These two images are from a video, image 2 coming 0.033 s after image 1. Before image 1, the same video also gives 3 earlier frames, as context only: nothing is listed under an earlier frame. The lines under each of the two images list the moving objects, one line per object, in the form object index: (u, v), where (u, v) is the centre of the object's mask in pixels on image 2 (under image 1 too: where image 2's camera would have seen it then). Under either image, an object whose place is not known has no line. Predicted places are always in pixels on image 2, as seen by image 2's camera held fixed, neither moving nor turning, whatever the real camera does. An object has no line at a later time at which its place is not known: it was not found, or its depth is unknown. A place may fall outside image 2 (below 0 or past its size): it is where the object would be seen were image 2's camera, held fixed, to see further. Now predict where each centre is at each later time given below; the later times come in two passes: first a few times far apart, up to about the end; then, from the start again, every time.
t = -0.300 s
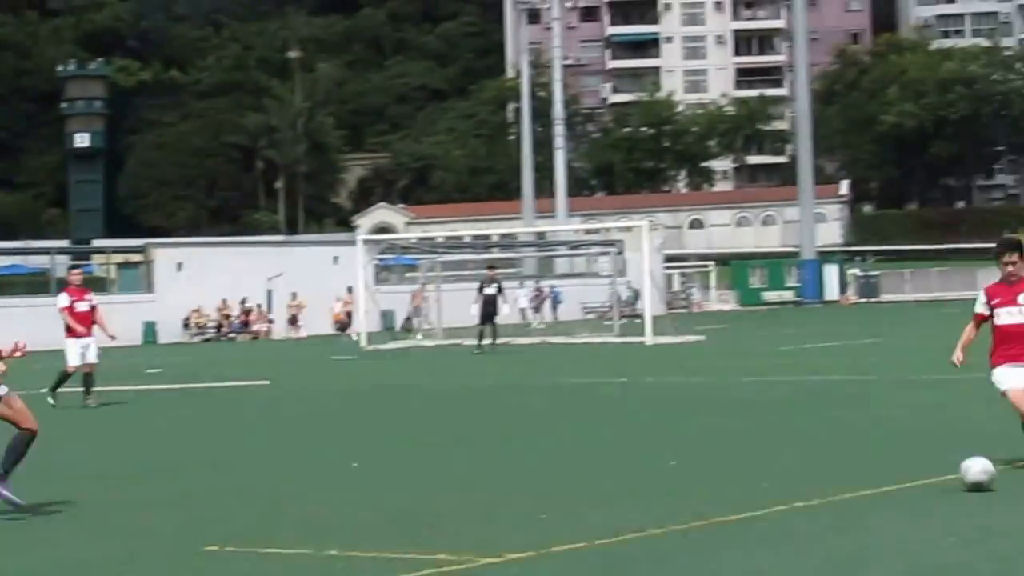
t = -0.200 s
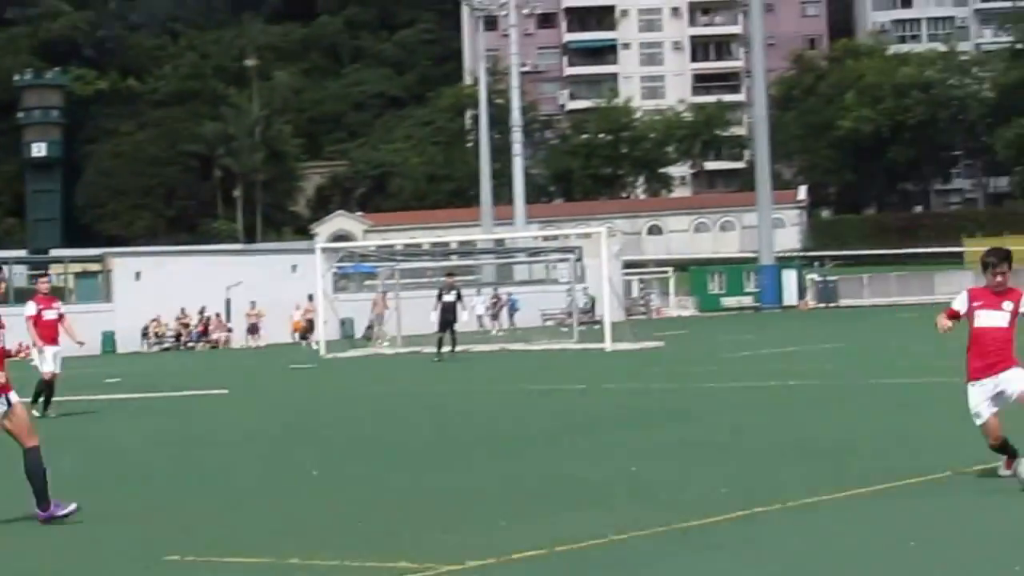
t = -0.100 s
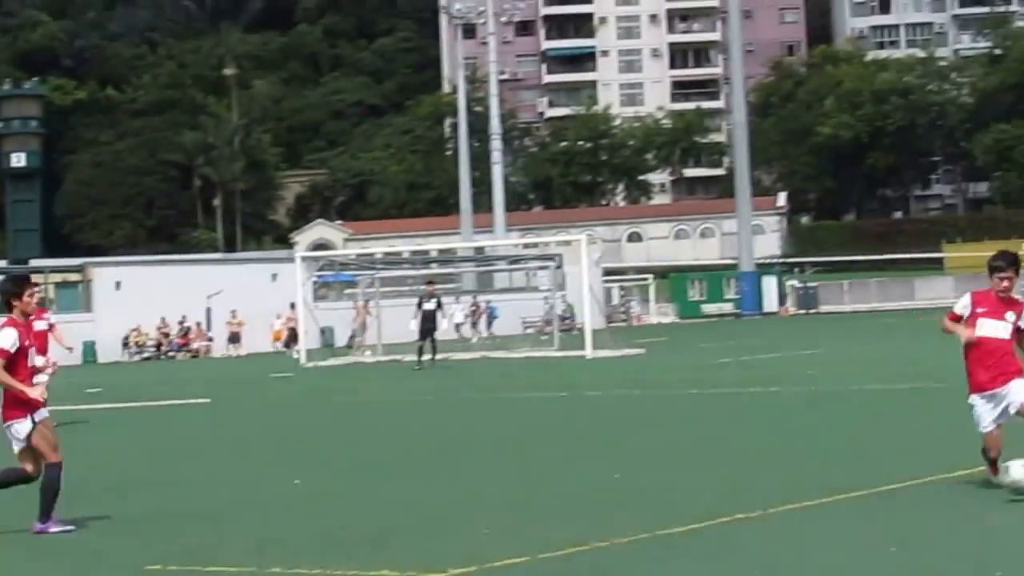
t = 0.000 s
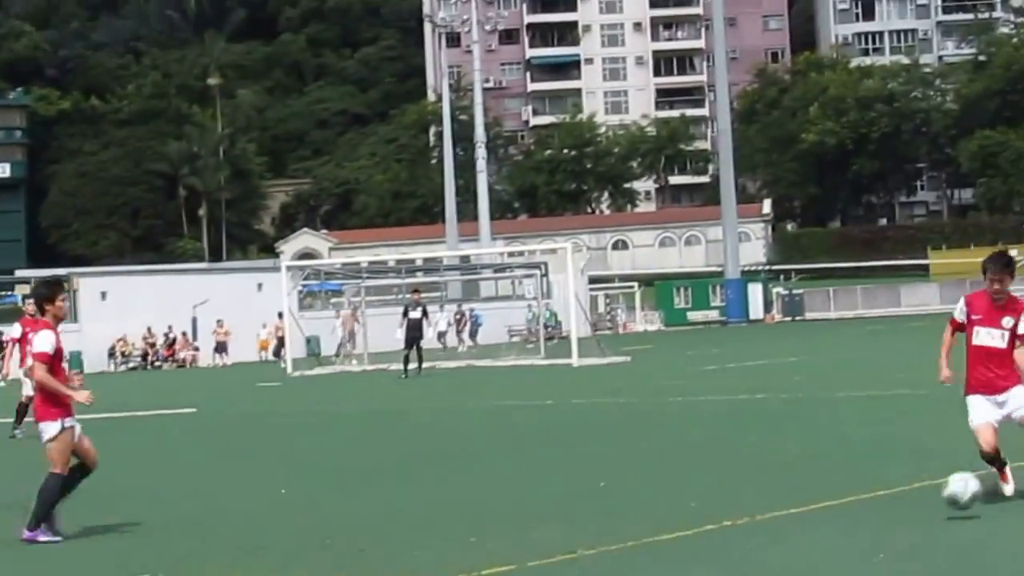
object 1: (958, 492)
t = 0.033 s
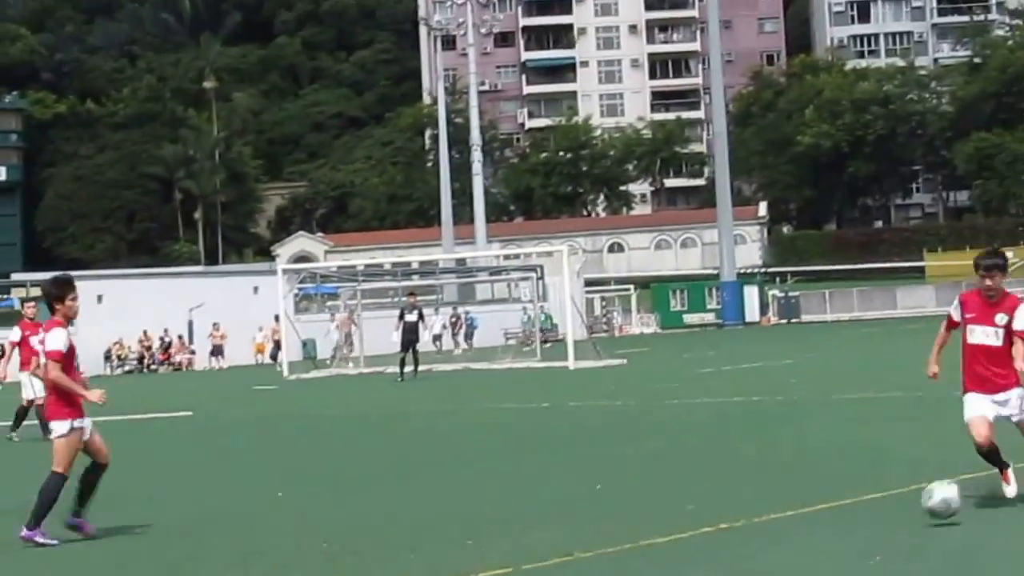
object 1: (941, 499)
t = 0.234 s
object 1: (861, 510)
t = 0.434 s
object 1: (786, 533)
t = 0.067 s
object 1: (925, 508)
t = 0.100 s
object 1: (910, 515)
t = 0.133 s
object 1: (898, 511)
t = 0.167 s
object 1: (885, 509)
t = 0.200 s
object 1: (872, 508)
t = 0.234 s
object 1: (861, 510)
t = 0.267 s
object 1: (846, 515)
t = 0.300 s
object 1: (833, 522)
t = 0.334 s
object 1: (819, 529)
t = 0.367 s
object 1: (805, 535)
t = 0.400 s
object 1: (794, 535)
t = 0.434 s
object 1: (786, 533)
